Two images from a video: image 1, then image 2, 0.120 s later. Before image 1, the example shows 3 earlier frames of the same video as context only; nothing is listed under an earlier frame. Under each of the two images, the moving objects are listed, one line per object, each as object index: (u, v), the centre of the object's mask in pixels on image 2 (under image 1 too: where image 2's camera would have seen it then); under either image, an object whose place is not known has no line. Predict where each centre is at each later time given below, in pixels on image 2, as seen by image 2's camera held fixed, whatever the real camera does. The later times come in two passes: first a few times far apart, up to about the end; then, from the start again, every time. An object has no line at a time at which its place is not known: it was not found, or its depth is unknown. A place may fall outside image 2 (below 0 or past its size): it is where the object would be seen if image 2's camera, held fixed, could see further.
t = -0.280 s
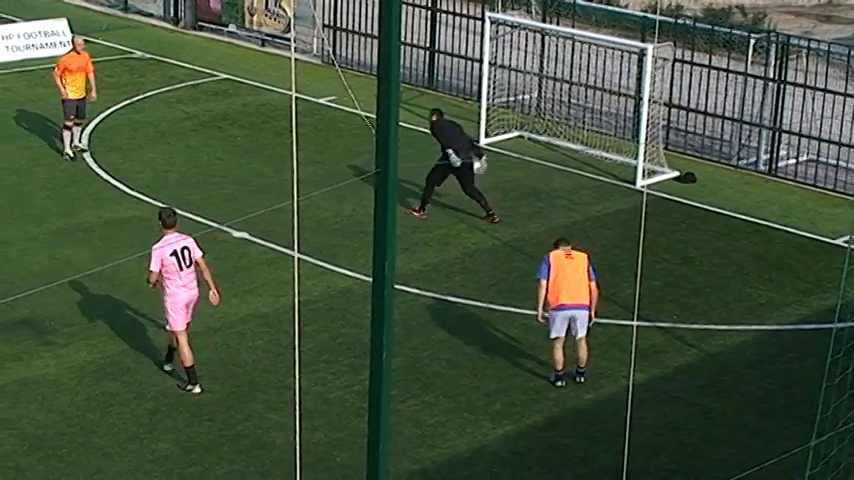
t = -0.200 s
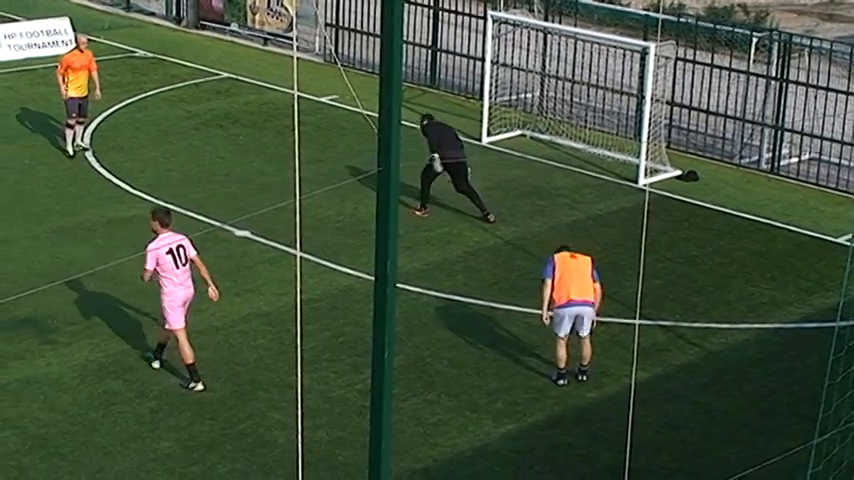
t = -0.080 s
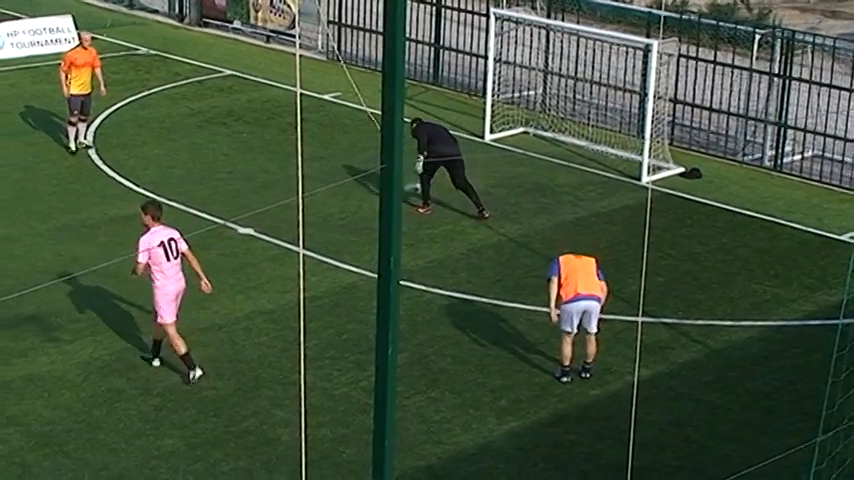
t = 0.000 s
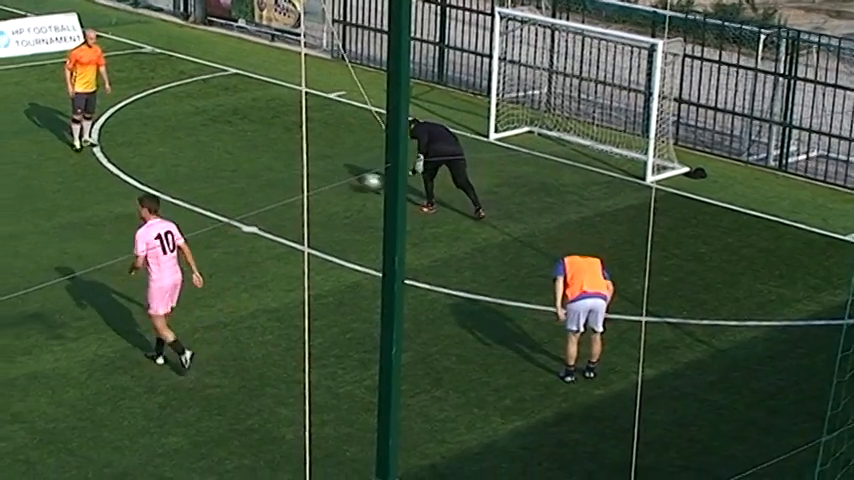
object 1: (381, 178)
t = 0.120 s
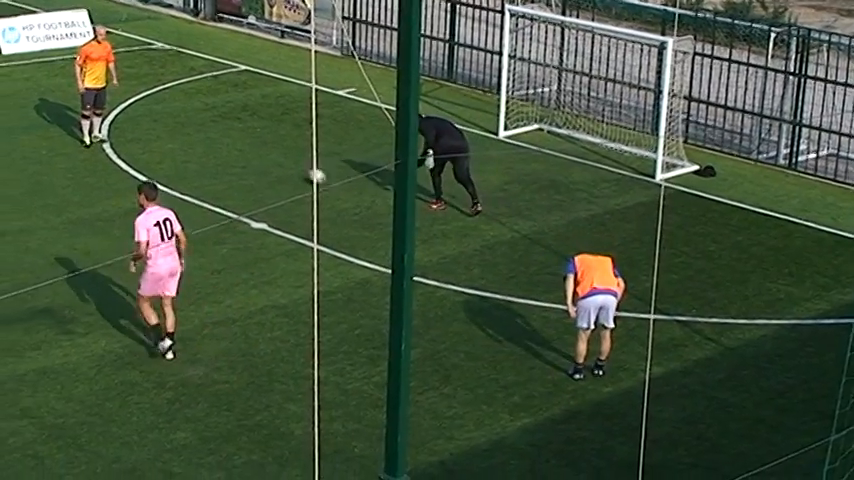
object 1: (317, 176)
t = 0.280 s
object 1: (250, 163)
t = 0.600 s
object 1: (135, 151)
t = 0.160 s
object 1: (300, 171)
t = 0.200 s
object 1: (284, 167)
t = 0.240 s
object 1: (267, 164)
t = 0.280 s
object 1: (250, 163)
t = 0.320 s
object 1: (234, 162)
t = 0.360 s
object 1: (218, 162)
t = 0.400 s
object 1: (204, 159)
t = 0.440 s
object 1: (190, 155)
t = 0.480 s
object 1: (176, 153)
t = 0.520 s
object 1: (162, 152)
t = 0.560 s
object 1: (149, 151)
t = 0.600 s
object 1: (135, 151)
